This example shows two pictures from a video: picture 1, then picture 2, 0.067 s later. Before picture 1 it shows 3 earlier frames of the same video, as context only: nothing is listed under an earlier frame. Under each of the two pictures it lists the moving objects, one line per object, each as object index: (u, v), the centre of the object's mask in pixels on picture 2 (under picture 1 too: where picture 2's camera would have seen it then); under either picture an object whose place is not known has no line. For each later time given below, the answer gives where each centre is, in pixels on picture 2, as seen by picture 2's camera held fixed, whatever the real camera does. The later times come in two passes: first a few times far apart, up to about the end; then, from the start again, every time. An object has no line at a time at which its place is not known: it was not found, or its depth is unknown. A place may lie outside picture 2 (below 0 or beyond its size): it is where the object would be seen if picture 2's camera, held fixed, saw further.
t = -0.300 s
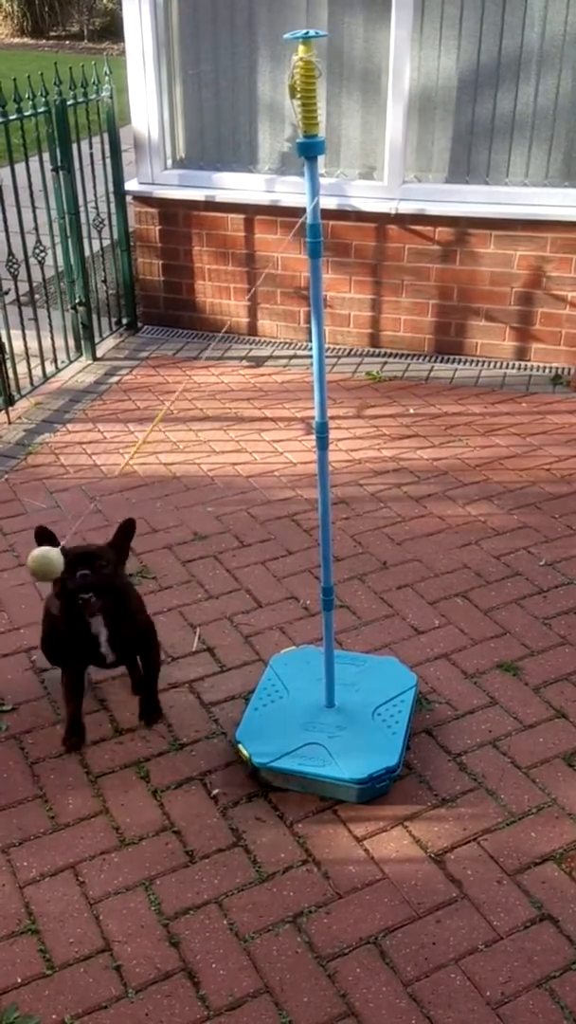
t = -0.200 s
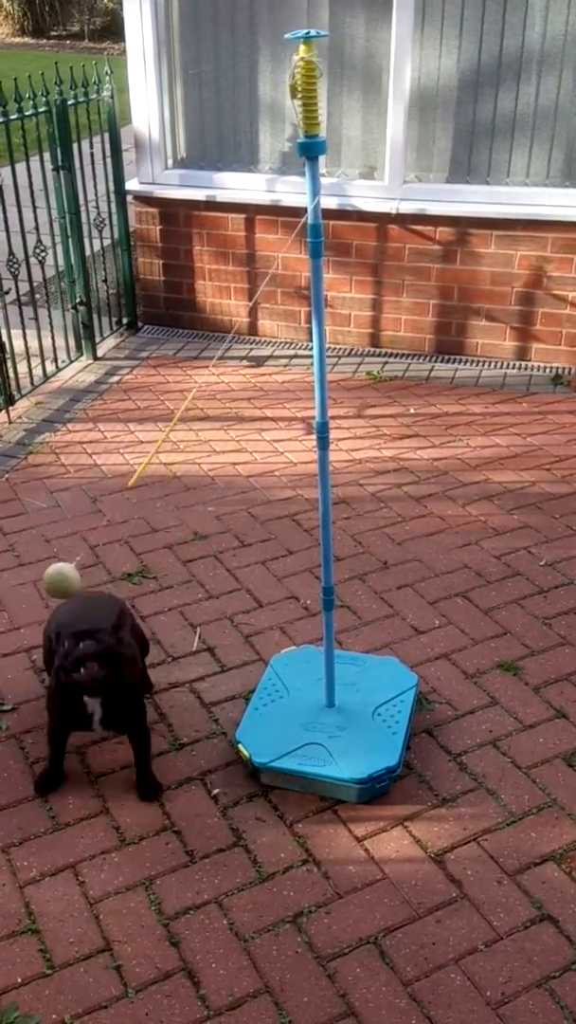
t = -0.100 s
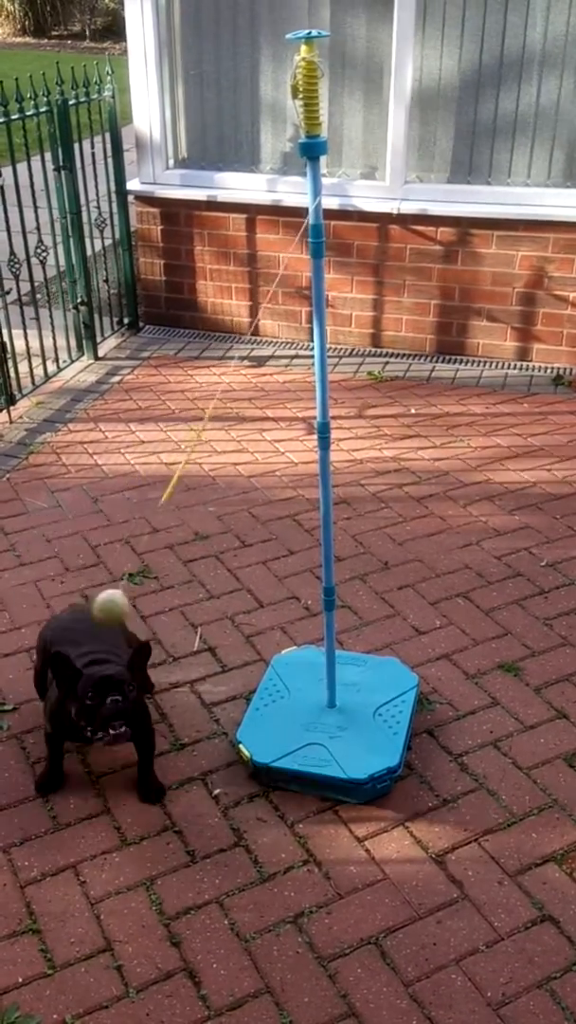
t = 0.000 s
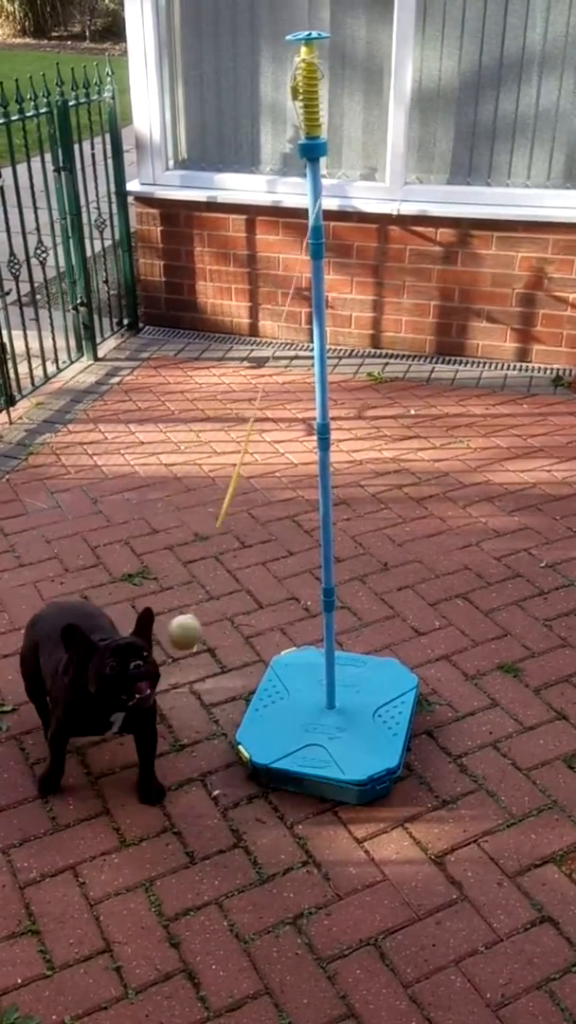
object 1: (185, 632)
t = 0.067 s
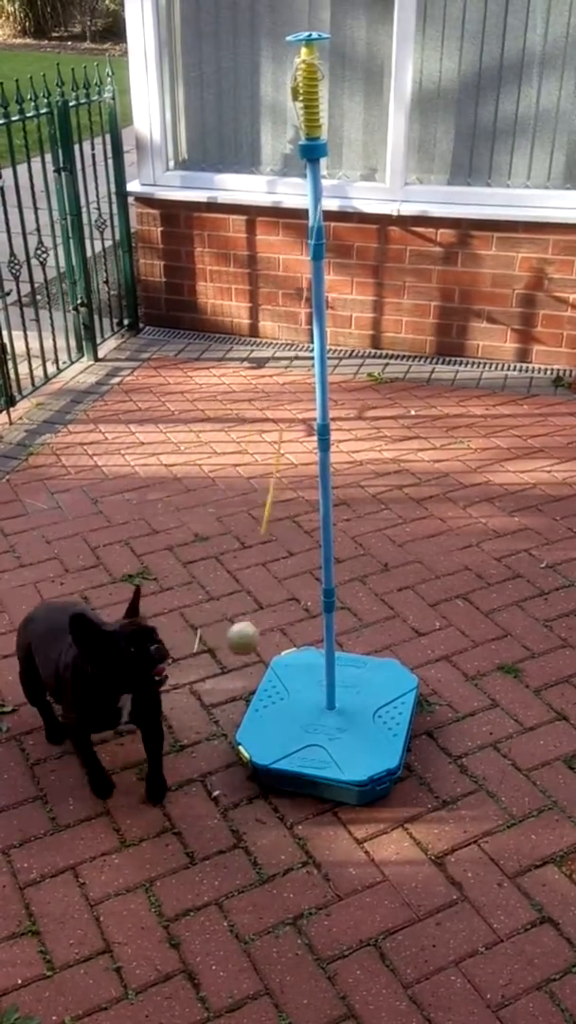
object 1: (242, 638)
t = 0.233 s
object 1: (383, 605)
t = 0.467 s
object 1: (486, 489)
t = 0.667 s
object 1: (480, 427)
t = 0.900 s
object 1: (395, 452)
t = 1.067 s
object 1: (298, 510)
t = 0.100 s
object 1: (273, 637)
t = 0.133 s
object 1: (302, 633)
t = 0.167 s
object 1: (330, 626)
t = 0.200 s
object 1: (357, 617)
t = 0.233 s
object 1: (383, 605)
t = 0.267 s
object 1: (406, 591)
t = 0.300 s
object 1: (426, 575)
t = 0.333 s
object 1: (444, 557)
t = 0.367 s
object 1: (459, 539)
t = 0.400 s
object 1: (471, 521)
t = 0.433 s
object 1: (480, 505)
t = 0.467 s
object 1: (486, 489)
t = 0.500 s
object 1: (491, 473)
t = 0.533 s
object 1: (492, 460)
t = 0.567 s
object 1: (492, 449)
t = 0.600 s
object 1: (489, 439)
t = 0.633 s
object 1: (486, 432)
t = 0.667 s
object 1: (480, 427)
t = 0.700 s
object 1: (473, 424)
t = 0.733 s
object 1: (463, 424)
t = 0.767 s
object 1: (452, 426)
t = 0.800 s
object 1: (440, 430)
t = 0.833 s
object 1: (427, 436)
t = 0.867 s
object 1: (411, 442)
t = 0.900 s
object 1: (395, 452)
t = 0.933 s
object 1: (378, 462)
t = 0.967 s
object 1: (359, 474)
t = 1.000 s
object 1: (340, 485)
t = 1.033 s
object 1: (313, 498)
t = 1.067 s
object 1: (298, 510)
